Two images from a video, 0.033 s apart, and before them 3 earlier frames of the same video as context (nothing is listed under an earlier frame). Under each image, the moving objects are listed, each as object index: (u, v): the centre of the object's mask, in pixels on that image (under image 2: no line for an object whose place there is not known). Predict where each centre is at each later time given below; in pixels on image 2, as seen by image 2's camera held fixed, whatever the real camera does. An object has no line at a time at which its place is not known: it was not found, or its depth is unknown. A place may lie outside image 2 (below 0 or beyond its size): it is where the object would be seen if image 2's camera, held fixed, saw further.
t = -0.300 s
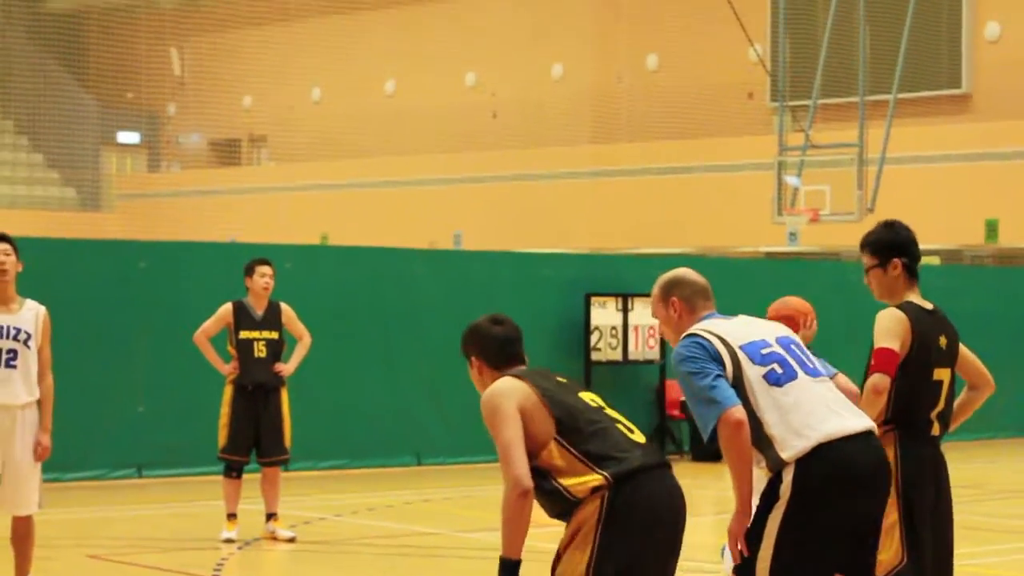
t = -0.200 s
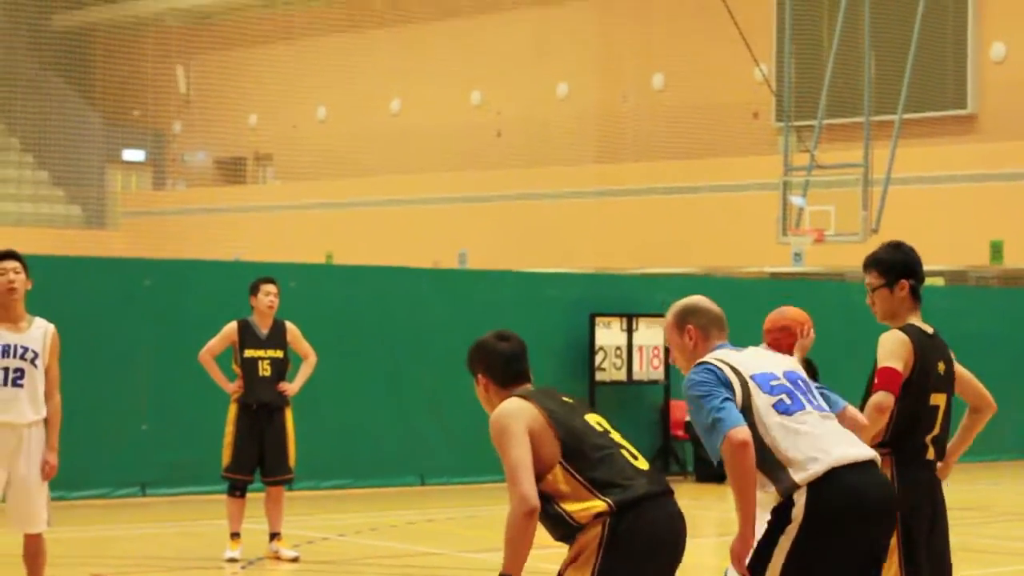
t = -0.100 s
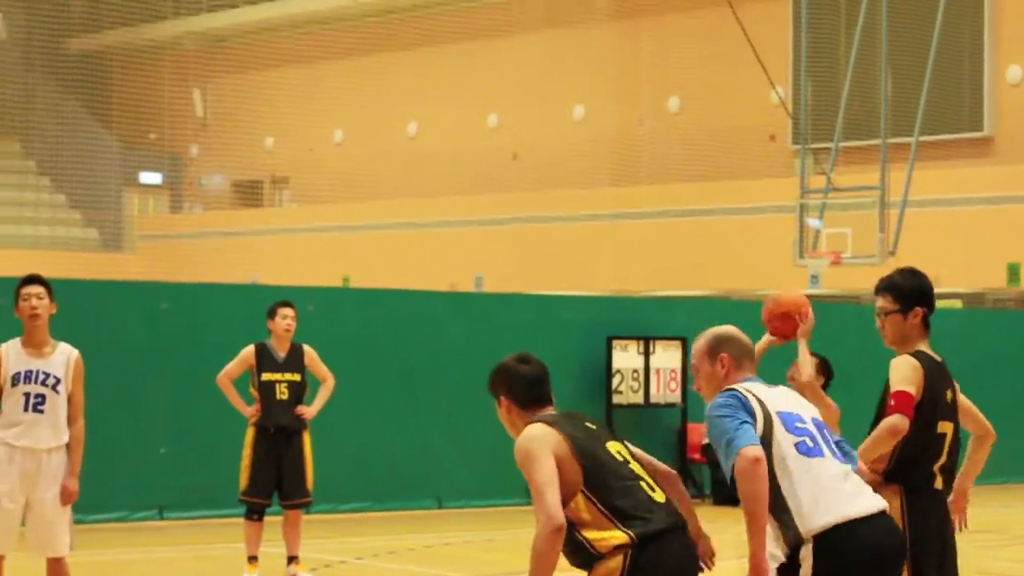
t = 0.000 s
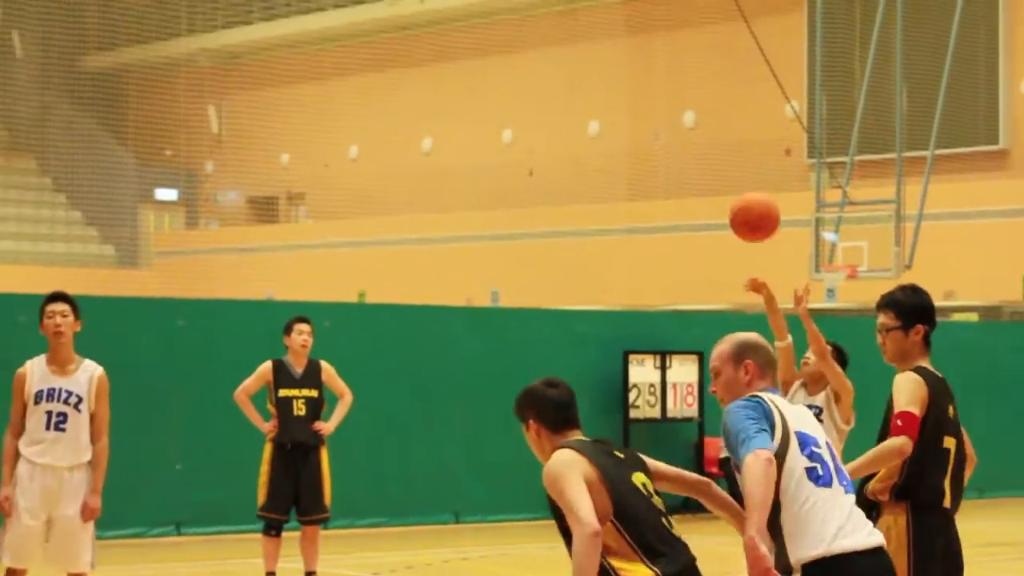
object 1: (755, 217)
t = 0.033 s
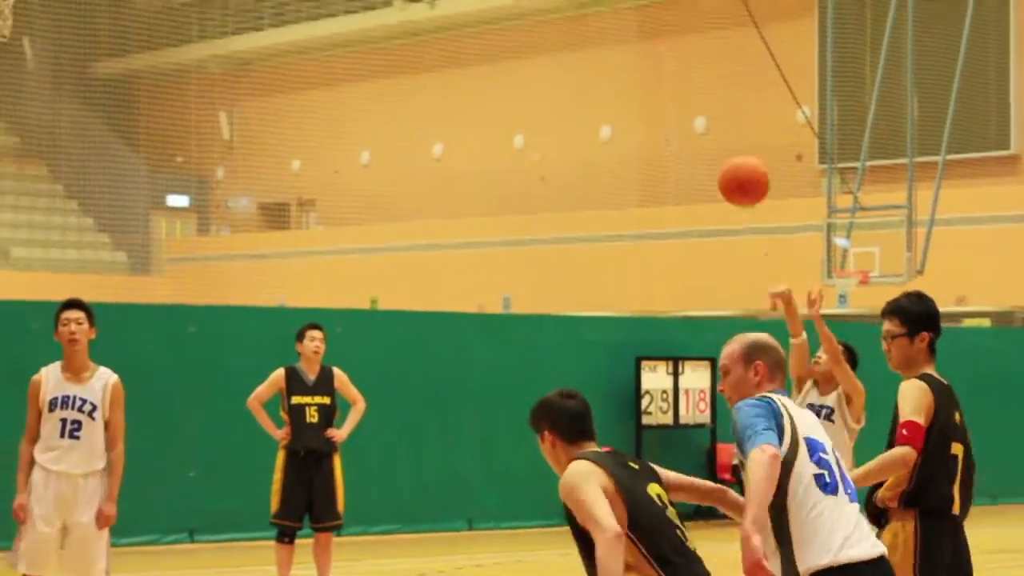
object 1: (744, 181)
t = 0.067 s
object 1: (721, 142)
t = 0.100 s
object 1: (699, 106)
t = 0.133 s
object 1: (673, 68)
